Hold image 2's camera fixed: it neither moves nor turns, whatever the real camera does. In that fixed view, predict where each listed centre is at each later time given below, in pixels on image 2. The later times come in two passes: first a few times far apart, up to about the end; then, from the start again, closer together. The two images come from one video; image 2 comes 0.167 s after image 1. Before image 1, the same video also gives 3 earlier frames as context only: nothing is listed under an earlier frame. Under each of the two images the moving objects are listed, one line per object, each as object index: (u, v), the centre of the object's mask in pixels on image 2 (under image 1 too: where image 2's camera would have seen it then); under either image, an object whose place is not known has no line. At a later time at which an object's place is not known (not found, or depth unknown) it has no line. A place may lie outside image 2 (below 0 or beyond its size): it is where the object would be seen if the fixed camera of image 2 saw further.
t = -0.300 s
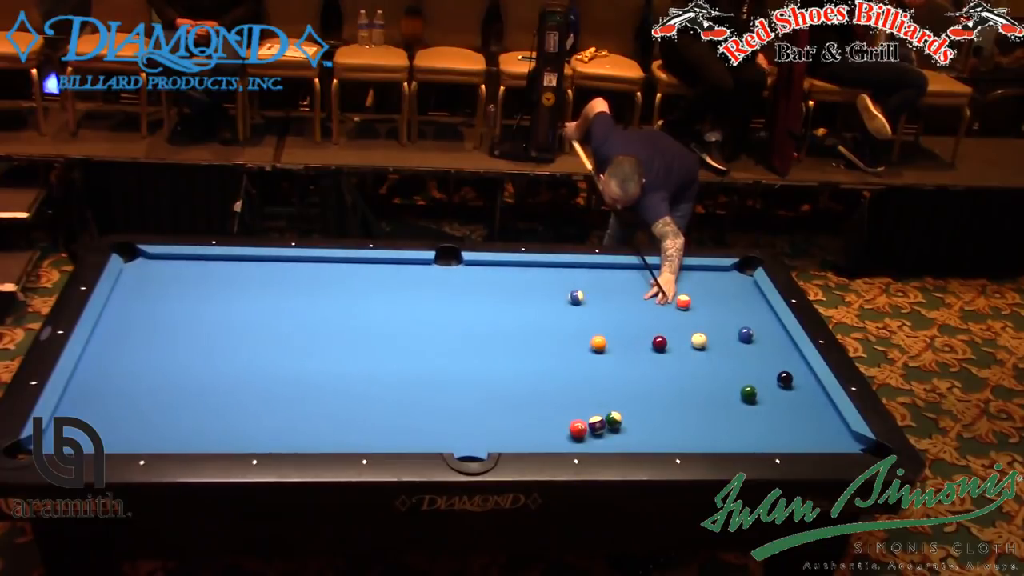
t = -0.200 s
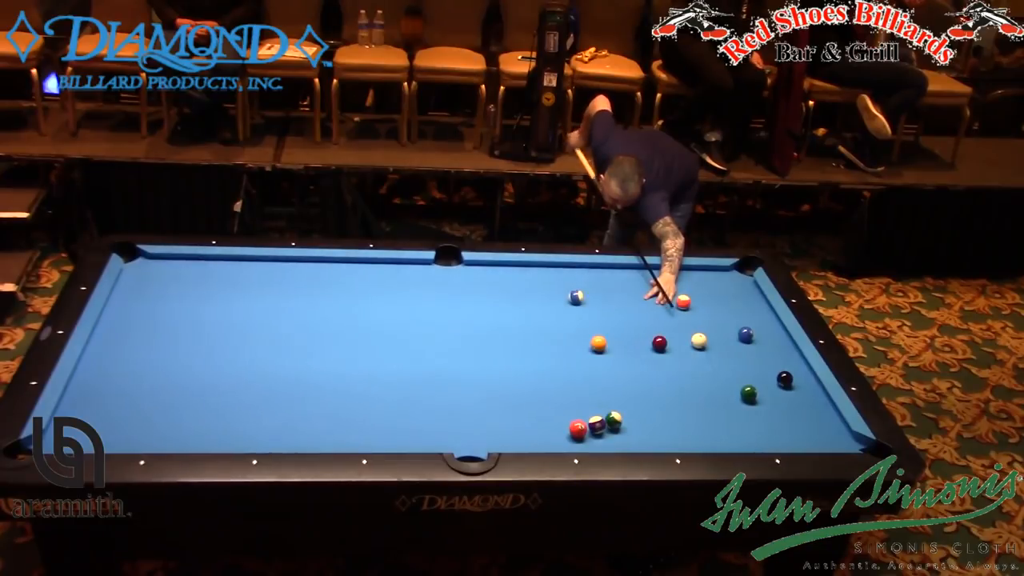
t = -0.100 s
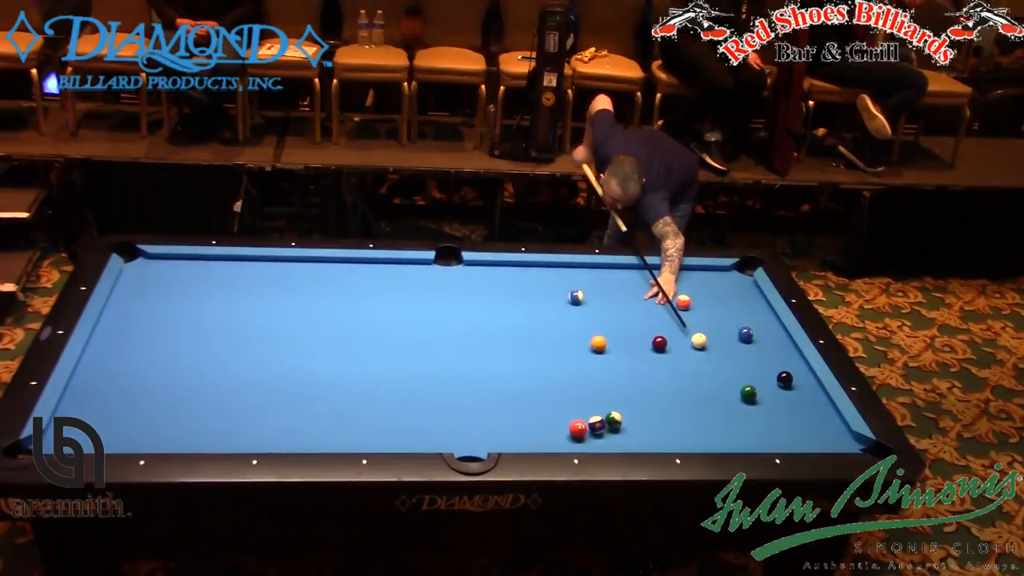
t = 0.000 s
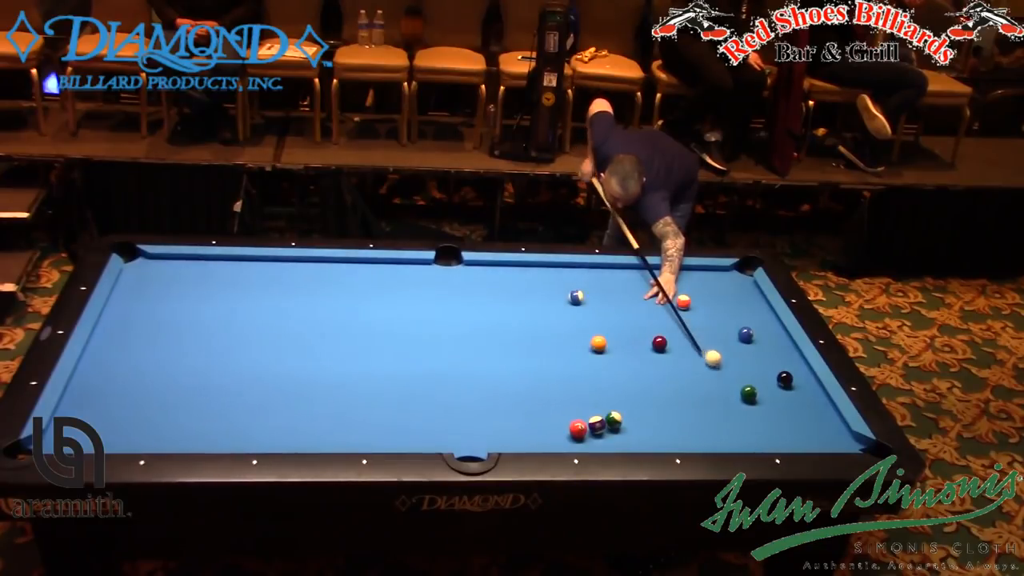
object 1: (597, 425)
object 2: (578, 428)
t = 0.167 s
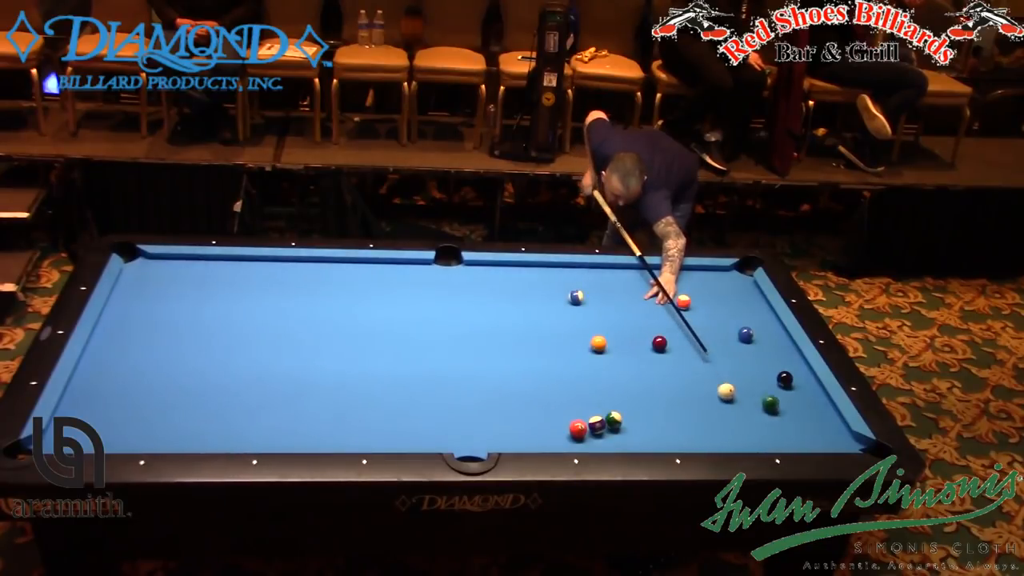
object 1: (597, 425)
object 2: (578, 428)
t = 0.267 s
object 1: (597, 425)
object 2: (578, 428)
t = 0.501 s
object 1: (597, 425)
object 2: (578, 428)
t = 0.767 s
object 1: (597, 425)
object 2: (578, 428)
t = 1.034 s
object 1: (597, 425)
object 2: (578, 428)
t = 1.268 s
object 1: (583, 415)
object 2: (577, 428)
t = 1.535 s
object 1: (565, 406)
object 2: (568, 424)
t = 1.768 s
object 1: (551, 397)
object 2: (563, 421)
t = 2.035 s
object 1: (537, 387)
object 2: (556, 419)
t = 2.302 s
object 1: (525, 379)
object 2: (552, 418)
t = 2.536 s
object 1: (515, 372)
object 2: (550, 416)
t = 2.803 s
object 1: (505, 366)
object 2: (549, 415)
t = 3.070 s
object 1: (497, 360)
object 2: (548, 415)
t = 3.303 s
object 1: (491, 355)
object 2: (548, 415)
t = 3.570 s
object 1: (484, 351)
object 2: (548, 415)
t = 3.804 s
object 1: (480, 347)
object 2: (548, 415)
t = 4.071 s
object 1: (475, 343)
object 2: (548, 415)
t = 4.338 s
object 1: (471, 341)
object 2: (548, 416)
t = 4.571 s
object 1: (469, 339)
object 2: (548, 416)
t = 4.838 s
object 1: (467, 338)
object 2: (548, 416)
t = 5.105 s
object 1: (466, 338)
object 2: (548, 416)
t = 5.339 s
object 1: (466, 338)
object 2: (548, 416)
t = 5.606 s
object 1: (466, 338)
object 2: (548, 416)
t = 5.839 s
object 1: (466, 338)
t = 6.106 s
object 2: (548, 415)
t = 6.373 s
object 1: (466, 338)
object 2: (549, 415)
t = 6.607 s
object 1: (466, 338)
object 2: (548, 415)
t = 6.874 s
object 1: (466, 338)
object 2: (548, 416)
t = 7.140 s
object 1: (466, 338)
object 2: (549, 416)
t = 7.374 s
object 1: (466, 338)
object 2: (549, 416)
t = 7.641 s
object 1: (466, 338)
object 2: (548, 416)
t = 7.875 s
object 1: (466, 338)
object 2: (548, 416)
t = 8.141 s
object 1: (466, 338)
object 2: (548, 416)
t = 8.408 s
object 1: (466, 338)
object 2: (548, 416)
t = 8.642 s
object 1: (466, 338)
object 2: (549, 416)
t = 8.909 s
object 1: (466, 338)
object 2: (548, 416)
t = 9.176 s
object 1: (466, 338)
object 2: (548, 416)
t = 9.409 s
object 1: (466, 338)
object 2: (548, 416)
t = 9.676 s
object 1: (466, 338)
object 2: (549, 416)
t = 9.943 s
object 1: (466, 338)
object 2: (548, 416)
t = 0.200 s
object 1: (597, 425)
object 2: (578, 428)
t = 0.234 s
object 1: (597, 425)
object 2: (578, 428)
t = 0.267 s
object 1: (597, 425)
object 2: (578, 428)
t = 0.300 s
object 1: (597, 425)
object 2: (578, 428)
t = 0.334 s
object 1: (597, 425)
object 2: (578, 428)
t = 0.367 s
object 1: (597, 425)
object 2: (578, 428)
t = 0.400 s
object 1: (597, 425)
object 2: (578, 428)
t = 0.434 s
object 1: (597, 425)
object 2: (578, 428)
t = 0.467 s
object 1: (597, 425)
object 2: (578, 428)
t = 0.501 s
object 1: (597, 425)
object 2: (578, 428)
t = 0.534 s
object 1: (597, 425)
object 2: (578, 428)
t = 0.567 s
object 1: (597, 425)
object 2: (578, 428)
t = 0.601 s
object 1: (597, 425)
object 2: (578, 428)
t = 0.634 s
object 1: (597, 425)
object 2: (578, 428)
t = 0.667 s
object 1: (597, 425)
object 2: (578, 428)
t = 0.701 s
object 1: (597, 425)
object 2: (578, 428)
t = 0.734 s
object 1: (597, 425)
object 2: (578, 428)
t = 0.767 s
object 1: (597, 425)
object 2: (578, 428)
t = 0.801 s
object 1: (597, 425)
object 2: (578, 428)
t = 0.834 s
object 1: (597, 425)
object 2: (578, 428)
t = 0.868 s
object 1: (597, 425)
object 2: (578, 428)
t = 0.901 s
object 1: (597, 425)
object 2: (578, 428)
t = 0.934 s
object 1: (597, 425)
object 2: (578, 428)
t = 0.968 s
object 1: (597, 425)
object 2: (578, 428)
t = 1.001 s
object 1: (597, 425)
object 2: (578, 428)
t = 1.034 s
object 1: (597, 425)
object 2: (578, 428)
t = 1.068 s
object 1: (596, 425)
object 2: (578, 428)
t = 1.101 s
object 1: (594, 423)
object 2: (578, 428)
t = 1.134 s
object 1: (592, 421)
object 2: (578, 428)
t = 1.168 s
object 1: (590, 420)
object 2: (578, 428)
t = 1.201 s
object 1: (588, 418)
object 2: (578, 428)
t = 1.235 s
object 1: (585, 417)
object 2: (578, 428)
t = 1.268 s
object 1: (583, 415)
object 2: (577, 428)
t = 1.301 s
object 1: (581, 414)
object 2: (576, 428)
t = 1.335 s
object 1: (578, 412)
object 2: (575, 427)
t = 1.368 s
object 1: (575, 410)
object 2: (574, 427)
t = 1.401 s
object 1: (573, 410)
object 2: (573, 426)
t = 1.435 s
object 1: (571, 409)
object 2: (572, 426)
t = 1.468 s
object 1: (569, 408)
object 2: (570, 425)
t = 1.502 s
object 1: (567, 407)
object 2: (569, 425)
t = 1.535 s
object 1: (565, 406)
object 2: (568, 424)
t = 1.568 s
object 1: (563, 405)
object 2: (567, 423)
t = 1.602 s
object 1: (561, 403)
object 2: (567, 423)
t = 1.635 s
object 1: (559, 402)
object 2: (566, 422)
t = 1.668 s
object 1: (557, 401)
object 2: (565, 422)
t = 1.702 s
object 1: (555, 399)
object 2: (564, 421)
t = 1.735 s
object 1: (553, 397)
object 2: (563, 421)
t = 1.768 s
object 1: (551, 397)
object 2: (563, 421)
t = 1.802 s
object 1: (550, 395)
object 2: (562, 421)
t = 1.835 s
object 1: (548, 394)
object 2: (561, 421)
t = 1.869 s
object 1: (546, 393)
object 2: (560, 421)
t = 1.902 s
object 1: (545, 392)
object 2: (559, 421)
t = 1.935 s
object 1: (543, 391)
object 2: (559, 420)
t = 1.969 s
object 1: (541, 389)
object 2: (558, 420)
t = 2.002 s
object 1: (539, 388)
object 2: (557, 420)
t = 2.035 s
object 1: (537, 387)
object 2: (556, 419)
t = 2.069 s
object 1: (536, 386)
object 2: (556, 419)
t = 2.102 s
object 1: (534, 385)
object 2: (555, 419)
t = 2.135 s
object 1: (532, 384)
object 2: (555, 419)
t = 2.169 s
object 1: (531, 383)
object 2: (554, 419)
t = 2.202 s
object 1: (530, 382)
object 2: (554, 418)
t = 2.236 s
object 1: (528, 381)
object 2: (553, 418)
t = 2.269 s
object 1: (527, 380)
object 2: (553, 418)
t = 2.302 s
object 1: (525, 379)
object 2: (552, 418)
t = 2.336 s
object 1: (524, 378)
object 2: (552, 418)
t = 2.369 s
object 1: (523, 377)
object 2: (551, 417)
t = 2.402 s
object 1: (521, 376)
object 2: (551, 417)
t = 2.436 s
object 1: (519, 375)
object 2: (551, 417)
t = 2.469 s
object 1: (518, 374)
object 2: (550, 417)
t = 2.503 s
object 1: (516, 373)
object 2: (550, 417)
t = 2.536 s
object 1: (515, 372)
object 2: (550, 416)
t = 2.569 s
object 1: (514, 372)
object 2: (550, 416)
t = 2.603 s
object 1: (513, 371)
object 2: (549, 416)
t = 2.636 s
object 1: (512, 370)
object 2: (549, 416)
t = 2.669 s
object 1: (511, 369)
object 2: (549, 416)
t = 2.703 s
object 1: (509, 368)
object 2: (549, 416)
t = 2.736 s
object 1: (508, 367)
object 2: (549, 416)
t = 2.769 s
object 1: (507, 367)
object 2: (549, 416)
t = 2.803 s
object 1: (505, 366)
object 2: (549, 415)
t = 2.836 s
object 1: (504, 365)
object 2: (549, 415)
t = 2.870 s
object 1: (503, 364)
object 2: (548, 415)
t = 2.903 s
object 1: (502, 364)
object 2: (548, 415)
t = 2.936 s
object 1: (501, 363)
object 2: (548, 415)
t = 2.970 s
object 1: (500, 362)
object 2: (548, 415)
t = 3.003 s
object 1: (499, 361)
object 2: (548, 415)
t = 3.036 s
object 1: (498, 361)
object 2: (548, 415)
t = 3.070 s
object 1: (497, 360)
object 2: (548, 415)
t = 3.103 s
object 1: (496, 359)
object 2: (548, 415)
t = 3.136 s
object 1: (495, 359)
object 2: (548, 415)
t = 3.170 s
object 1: (494, 358)
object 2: (548, 415)
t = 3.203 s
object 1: (494, 357)
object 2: (548, 415)
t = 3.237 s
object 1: (493, 357)
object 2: (548, 415)
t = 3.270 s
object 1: (492, 356)
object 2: (548, 415)
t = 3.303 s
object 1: (491, 355)
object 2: (548, 415)
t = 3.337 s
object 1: (490, 355)
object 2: (548, 415)
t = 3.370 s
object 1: (489, 354)
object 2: (548, 415)
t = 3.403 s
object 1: (488, 353)
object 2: (548, 415)
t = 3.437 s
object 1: (487, 353)
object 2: (548, 415)
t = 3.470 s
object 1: (486, 352)
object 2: (548, 415)
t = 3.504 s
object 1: (486, 352)
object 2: (548, 415)
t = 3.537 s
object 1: (485, 351)
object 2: (548, 415)
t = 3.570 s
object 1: (484, 351)
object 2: (548, 415)
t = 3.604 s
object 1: (483, 350)
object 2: (549, 415)
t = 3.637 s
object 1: (482, 349)
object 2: (548, 415)
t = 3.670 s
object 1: (482, 349)
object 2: (548, 415)
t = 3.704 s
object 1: (481, 349)
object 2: (548, 415)
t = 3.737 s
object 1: (481, 348)
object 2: (548, 415)
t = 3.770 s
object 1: (480, 348)
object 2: (548, 415)
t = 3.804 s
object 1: (480, 347)
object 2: (548, 415)
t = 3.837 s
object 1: (479, 347)
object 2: (548, 415)
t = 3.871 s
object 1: (478, 346)
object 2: (548, 415)
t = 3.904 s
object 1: (478, 346)
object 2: (548, 415)
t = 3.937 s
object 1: (477, 345)
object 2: (548, 415)
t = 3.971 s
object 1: (477, 345)
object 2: (548, 415)
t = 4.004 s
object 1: (476, 344)
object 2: (548, 415)
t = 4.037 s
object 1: (476, 344)
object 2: (548, 415)
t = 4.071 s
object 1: (475, 343)
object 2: (548, 415)
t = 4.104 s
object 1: (474, 343)
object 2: (548, 416)
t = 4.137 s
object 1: (474, 343)
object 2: (548, 415)
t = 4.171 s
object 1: (473, 342)
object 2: (548, 416)
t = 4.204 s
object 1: (473, 342)
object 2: (548, 416)
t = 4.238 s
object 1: (472, 342)
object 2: (548, 416)
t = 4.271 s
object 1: (472, 341)
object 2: (548, 415)
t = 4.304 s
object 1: (472, 341)
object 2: (548, 416)
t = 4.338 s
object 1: (471, 341)
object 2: (548, 416)
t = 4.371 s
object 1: (471, 341)
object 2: (548, 416)
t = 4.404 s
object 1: (471, 340)
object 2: (548, 415)
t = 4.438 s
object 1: (470, 340)
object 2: (548, 416)
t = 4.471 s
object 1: (470, 340)
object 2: (548, 415)
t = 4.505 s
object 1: (469, 340)
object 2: (548, 416)
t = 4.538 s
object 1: (469, 340)
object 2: (548, 416)
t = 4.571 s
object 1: (469, 339)
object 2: (548, 416)
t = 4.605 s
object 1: (468, 339)
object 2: (548, 416)
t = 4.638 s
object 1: (468, 339)
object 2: (548, 416)
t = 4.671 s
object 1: (468, 339)
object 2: (548, 416)
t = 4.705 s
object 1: (468, 339)
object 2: (548, 416)
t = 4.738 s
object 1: (467, 338)
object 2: (548, 416)
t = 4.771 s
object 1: (467, 338)
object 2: (548, 416)
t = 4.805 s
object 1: (467, 338)
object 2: (548, 416)
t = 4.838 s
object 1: (467, 338)
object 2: (548, 416)
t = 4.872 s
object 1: (467, 338)
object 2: (548, 416)
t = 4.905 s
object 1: (467, 338)
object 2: (548, 416)
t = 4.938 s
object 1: (467, 338)
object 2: (548, 416)
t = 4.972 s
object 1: (466, 338)
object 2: (548, 416)
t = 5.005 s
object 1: (466, 338)
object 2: (548, 416)
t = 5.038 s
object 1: (466, 338)
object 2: (548, 416)
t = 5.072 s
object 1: (466, 338)
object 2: (548, 416)
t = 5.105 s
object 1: (466, 338)
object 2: (548, 416)
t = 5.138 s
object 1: (466, 338)
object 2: (548, 416)
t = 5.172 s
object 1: (466, 337)
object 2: (548, 416)
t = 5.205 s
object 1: (466, 337)
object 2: (548, 416)
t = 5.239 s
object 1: (466, 337)
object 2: (548, 416)
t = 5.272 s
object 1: (466, 338)
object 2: (548, 416)
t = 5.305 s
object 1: (466, 338)
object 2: (548, 416)
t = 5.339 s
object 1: (466, 338)
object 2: (548, 416)
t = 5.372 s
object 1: (466, 338)
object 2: (548, 416)
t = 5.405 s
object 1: (466, 338)
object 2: (549, 416)
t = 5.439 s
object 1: (466, 338)
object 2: (549, 416)
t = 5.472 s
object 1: (466, 338)
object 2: (548, 416)
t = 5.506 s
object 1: (466, 338)
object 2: (548, 416)
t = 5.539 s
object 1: (466, 338)
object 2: (548, 416)
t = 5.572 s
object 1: (466, 338)
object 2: (548, 416)
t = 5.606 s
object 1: (466, 338)
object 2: (548, 416)
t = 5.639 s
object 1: (466, 338)
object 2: (548, 416)
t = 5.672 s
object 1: (466, 338)
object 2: (548, 416)
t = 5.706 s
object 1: (466, 338)
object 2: (547, 414)
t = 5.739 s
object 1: (466, 338)
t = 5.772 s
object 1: (466, 338)
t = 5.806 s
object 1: (466, 338)
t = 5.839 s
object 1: (466, 338)
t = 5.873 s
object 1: (466, 338)
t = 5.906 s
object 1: (466, 338)
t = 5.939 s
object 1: (466, 338)
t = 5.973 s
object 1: (463, 338)
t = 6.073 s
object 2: (552, 414)
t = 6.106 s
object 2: (548, 415)
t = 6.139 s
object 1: (470, 340)
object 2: (548, 415)
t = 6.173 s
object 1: (466, 338)
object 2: (548, 415)
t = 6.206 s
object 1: (466, 338)
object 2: (549, 415)
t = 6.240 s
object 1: (466, 338)
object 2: (549, 415)
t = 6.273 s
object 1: (466, 338)
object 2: (549, 415)
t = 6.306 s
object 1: (466, 338)
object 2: (548, 415)
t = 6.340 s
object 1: (466, 338)
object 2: (549, 415)
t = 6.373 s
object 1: (466, 338)
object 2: (549, 415)
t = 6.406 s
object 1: (466, 338)
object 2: (549, 415)
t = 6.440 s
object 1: (466, 338)
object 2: (549, 415)
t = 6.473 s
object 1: (466, 338)
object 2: (549, 415)
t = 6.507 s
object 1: (466, 338)
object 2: (549, 415)
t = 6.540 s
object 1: (466, 338)
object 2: (549, 415)
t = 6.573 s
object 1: (466, 338)
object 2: (549, 415)
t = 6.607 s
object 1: (466, 338)
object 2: (548, 415)
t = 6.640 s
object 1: (466, 338)
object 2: (549, 415)
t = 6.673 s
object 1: (466, 338)
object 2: (549, 416)
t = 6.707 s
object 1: (466, 338)
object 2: (549, 416)
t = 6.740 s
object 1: (466, 338)
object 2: (549, 415)
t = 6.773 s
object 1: (466, 338)
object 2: (549, 415)
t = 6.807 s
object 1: (466, 338)
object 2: (548, 415)
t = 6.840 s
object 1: (466, 338)
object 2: (549, 416)
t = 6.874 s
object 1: (466, 338)
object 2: (548, 416)
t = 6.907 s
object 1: (466, 338)
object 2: (548, 416)
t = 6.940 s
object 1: (466, 338)
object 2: (548, 416)
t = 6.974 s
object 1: (466, 338)
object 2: (549, 416)
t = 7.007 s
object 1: (466, 338)
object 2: (548, 416)
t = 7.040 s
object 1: (466, 338)
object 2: (548, 416)
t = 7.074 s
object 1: (466, 338)
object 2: (549, 416)
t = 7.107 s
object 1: (466, 338)
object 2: (548, 416)
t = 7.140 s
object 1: (466, 338)
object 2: (549, 416)
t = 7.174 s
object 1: (466, 338)
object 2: (548, 416)
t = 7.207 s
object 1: (466, 338)
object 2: (548, 416)
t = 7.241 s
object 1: (466, 338)
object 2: (549, 416)
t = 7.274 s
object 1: (466, 338)
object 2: (548, 416)
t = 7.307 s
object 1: (466, 338)
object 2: (548, 416)
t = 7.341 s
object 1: (466, 338)
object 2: (549, 416)
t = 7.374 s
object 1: (466, 338)
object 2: (549, 416)
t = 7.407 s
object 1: (466, 338)
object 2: (548, 416)
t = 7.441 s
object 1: (466, 338)
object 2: (548, 416)
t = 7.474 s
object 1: (466, 338)
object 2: (548, 416)
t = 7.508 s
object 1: (466, 338)
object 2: (549, 416)
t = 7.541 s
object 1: (466, 338)
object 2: (549, 416)
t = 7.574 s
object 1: (466, 338)
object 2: (549, 416)
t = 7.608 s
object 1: (466, 338)
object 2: (549, 416)
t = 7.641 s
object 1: (466, 338)
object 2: (548, 416)
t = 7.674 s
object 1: (466, 338)
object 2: (548, 416)
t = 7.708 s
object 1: (466, 338)
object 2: (548, 416)
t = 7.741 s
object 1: (466, 338)
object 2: (549, 416)
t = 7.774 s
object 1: (466, 338)
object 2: (549, 416)
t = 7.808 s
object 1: (466, 338)
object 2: (548, 416)
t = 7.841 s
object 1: (466, 338)
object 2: (548, 416)
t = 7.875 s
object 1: (466, 338)
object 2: (548, 416)
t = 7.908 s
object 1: (466, 338)
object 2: (548, 416)
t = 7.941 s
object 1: (466, 338)
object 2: (549, 416)
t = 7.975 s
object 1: (466, 338)
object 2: (548, 416)
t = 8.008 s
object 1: (466, 338)
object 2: (548, 416)
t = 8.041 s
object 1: (466, 338)
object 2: (549, 416)
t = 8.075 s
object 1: (466, 338)
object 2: (548, 416)
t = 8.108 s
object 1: (466, 338)
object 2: (549, 416)
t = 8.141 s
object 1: (466, 338)
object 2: (548, 416)
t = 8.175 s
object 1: (466, 338)
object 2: (548, 416)
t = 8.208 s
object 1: (466, 338)
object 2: (548, 416)
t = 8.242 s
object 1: (466, 338)
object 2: (548, 416)
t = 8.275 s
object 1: (466, 338)
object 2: (548, 416)
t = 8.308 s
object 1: (466, 338)
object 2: (548, 416)
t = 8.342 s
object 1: (466, 338)
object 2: (548, 416)
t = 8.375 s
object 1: (466, 338)
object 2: (548, 416)
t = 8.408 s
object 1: (466, 338)
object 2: (548, 416)
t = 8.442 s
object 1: (466, 338)
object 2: (548, 416)
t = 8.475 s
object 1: (466, 338)
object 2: (548, 416)
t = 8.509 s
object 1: (466, 338)
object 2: (548, 416)
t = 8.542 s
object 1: (466, 338)
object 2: (548, 416)
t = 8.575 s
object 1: (466, 338)
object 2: (548, 416)
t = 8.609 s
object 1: (466, 338)
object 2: (548, 416)
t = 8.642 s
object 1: (466, 338)
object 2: (549, 416)
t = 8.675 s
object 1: (466, 338)
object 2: (548, 416)
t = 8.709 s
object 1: (466, 338)
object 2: (548, 416)
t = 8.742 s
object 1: (466, 338)
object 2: (548, 416)
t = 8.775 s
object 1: (466, 338)
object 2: (548, 416)
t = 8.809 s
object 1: (466, 338)
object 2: (548, 416)
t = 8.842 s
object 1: (466, 338)
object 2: (548, 416)
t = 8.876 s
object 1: (466, 338)
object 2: (548, 416)
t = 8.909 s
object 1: (466, 338)
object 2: (548, 416)
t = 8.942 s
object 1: (466, 338)
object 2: (548, 416)
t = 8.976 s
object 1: (466, 338)
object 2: (548, 416)
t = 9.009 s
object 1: (466, 338)
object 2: (548, 416)
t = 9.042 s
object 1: (466, 338)
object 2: (548, 416)
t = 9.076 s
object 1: (466, 338)
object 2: (548, 416)
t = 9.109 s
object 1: (466, 338)
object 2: (548, 416)
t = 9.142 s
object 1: (466, 338)
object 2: (548, 416)
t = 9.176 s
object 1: (466, 338)
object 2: (548, 416)
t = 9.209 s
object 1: (466, 338)
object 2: (548, 416)
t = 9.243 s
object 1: (466, 338)
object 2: (548, 416)
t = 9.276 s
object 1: (466, 338)
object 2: (548, 416)
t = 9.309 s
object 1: (466, 338)
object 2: (548, 416)
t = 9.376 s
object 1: (466, 338)
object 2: (549, 416)
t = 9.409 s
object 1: (466, 338)
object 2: (548, 416)
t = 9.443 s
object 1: (466, 338)
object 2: (548, 416)
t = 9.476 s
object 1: (466, 338)
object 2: (549, 416)
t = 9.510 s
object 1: (466, 338)
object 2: (549, 416)
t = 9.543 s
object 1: (466, 338)
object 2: (548, 416)
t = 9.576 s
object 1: (466, 338)
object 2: (548, 416)
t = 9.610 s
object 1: (466, 338)
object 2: (548, 416)
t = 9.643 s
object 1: (466, 338)
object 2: (548, 416)
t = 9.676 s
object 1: (466, 338)
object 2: (549, 416)
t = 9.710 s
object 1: (466, 338)
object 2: (548, 416)
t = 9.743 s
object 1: (466, 338)
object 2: (548, 416)
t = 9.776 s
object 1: (466, 338)
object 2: (548, 416)
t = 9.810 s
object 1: (466, 338)
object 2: (549, 416)
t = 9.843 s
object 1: (466, 338)
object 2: (548, 416)
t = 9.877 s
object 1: (466, 338)
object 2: (548, 416)
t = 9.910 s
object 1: (466, 338)
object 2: (548, 416)
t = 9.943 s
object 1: (466, 338)
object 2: (548, 416)
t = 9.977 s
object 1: (466, 338)
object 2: (548, 416)
